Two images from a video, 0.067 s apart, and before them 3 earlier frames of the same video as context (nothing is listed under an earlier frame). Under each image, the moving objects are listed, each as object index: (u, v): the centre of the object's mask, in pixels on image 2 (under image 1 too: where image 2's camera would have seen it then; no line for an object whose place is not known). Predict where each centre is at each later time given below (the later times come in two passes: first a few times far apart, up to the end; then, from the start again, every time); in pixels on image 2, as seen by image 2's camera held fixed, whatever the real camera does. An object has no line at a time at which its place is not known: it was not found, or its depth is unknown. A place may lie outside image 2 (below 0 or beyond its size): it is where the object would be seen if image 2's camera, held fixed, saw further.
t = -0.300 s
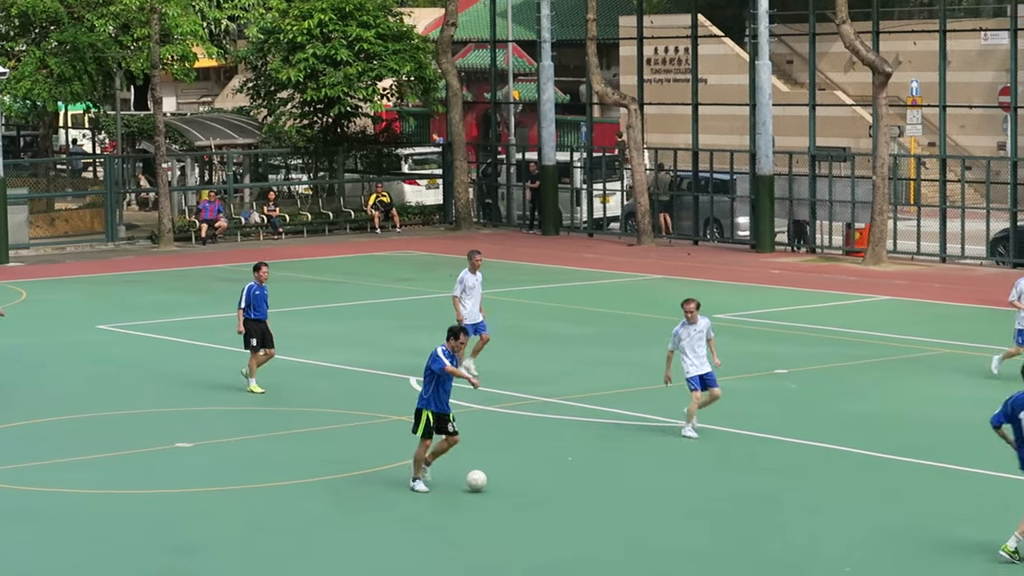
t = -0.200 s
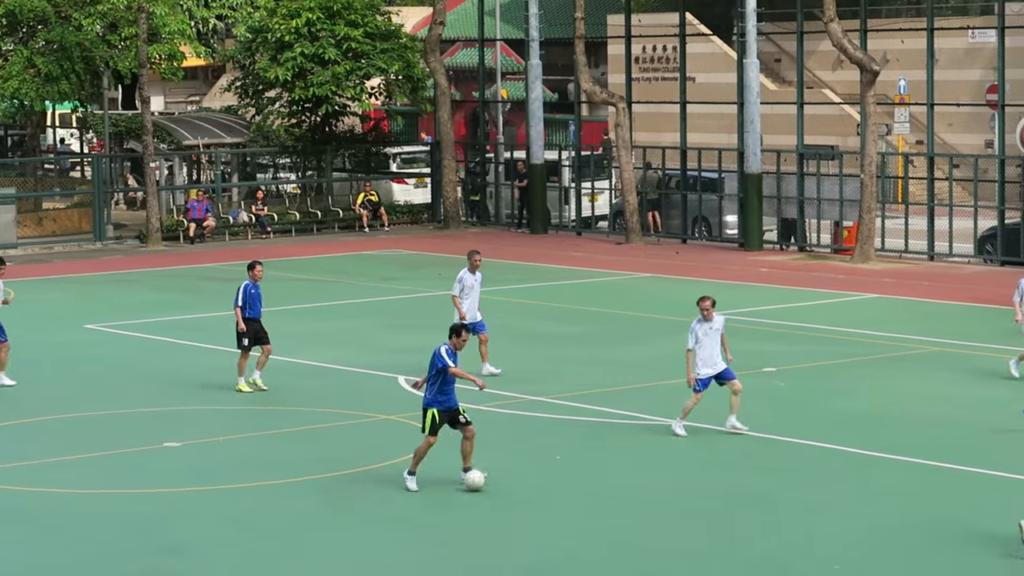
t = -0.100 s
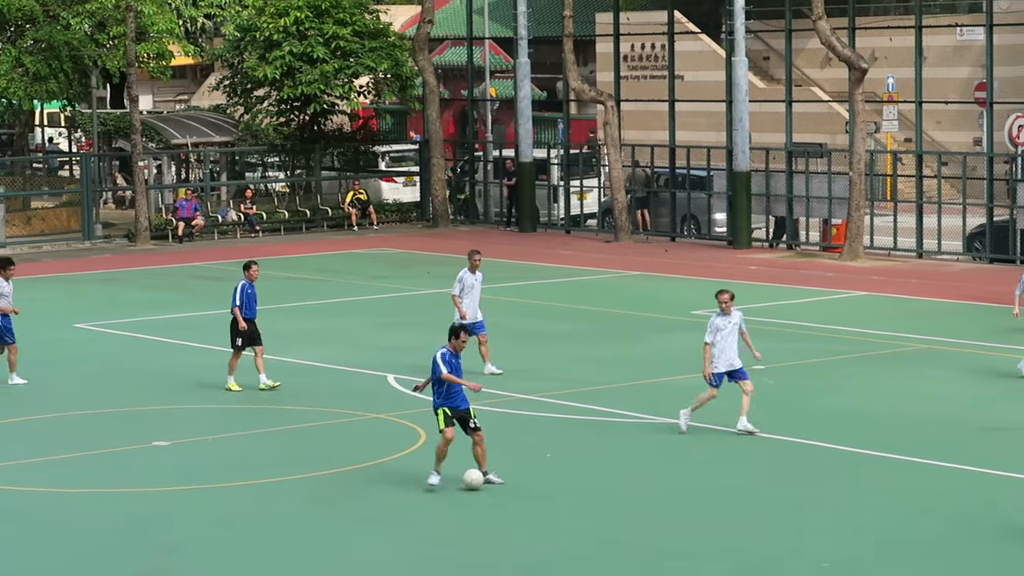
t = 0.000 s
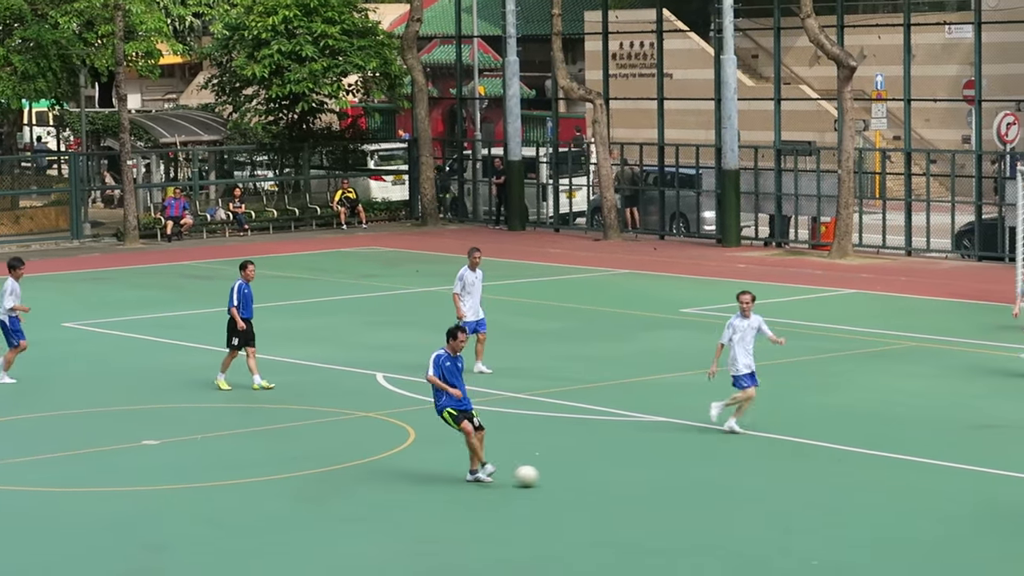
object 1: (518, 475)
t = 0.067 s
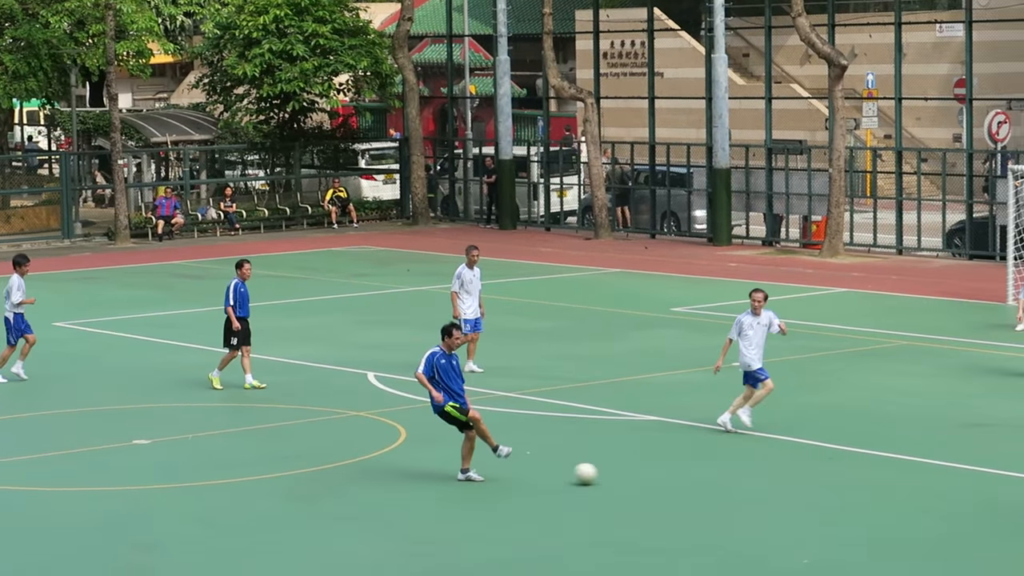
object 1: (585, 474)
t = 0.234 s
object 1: (738, 471)
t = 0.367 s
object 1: (846, 470)
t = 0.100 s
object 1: (618, 474)
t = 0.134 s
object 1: (649, 473)
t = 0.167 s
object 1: (680, 472)
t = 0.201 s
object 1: (710, 472)
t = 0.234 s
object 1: (738, 471)
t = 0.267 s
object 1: (766, 470)
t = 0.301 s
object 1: (794, 469)
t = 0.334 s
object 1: (820, 469)
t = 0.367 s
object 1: (846, 470)
